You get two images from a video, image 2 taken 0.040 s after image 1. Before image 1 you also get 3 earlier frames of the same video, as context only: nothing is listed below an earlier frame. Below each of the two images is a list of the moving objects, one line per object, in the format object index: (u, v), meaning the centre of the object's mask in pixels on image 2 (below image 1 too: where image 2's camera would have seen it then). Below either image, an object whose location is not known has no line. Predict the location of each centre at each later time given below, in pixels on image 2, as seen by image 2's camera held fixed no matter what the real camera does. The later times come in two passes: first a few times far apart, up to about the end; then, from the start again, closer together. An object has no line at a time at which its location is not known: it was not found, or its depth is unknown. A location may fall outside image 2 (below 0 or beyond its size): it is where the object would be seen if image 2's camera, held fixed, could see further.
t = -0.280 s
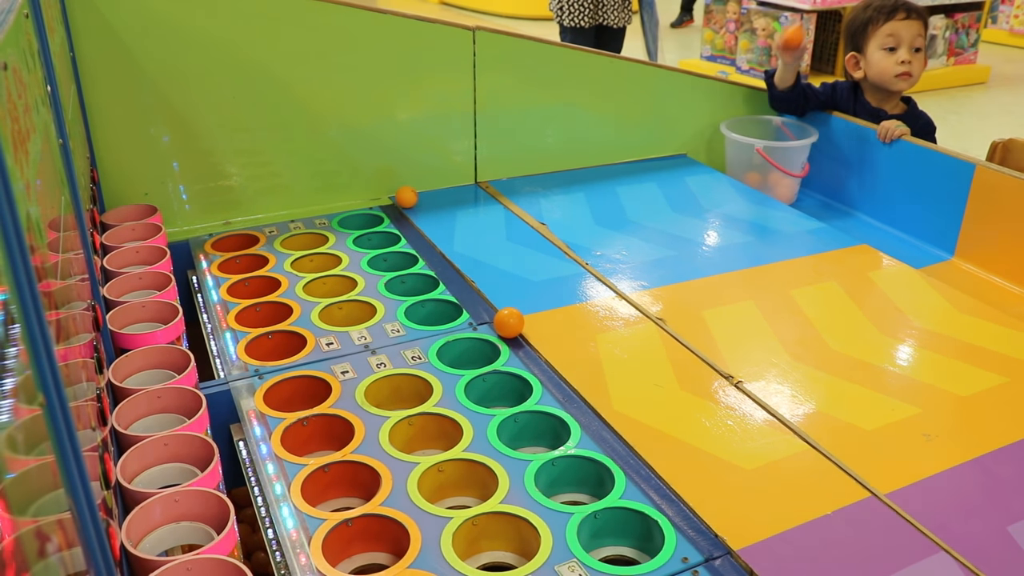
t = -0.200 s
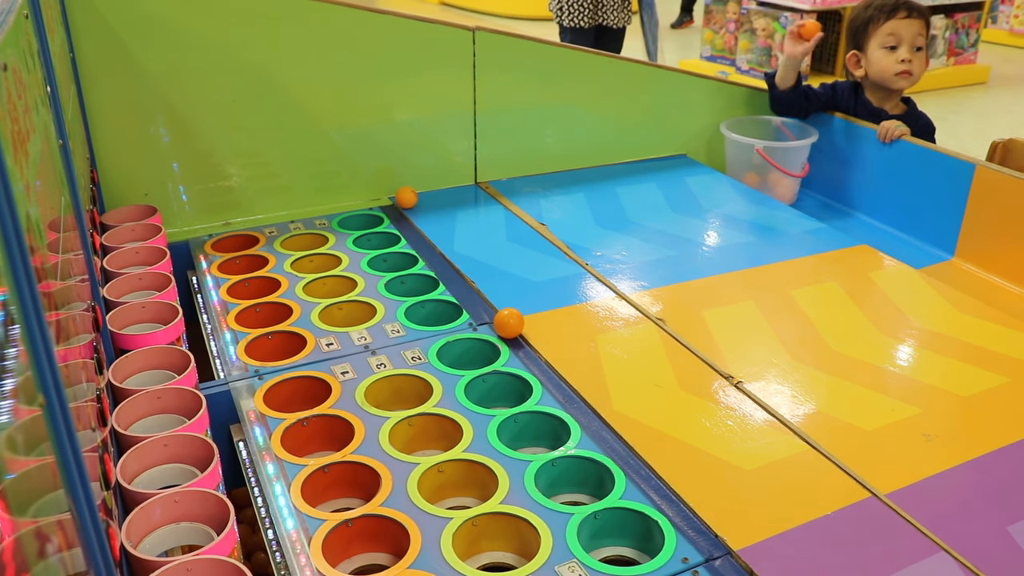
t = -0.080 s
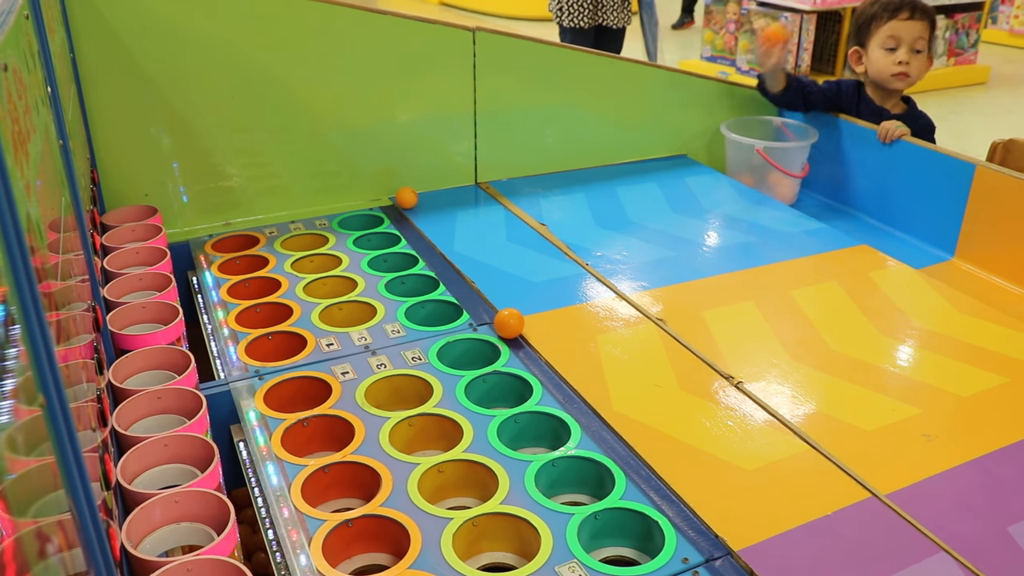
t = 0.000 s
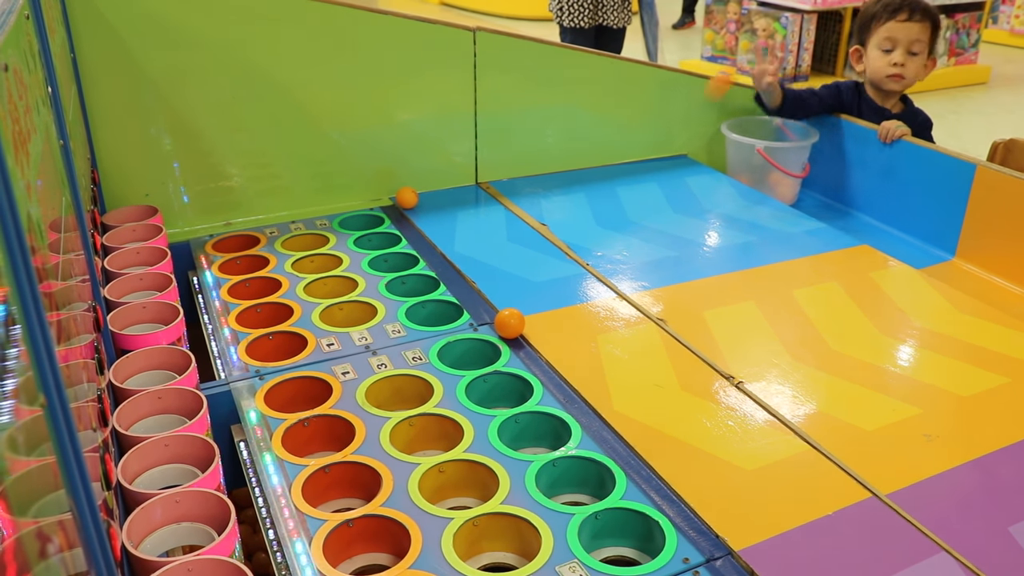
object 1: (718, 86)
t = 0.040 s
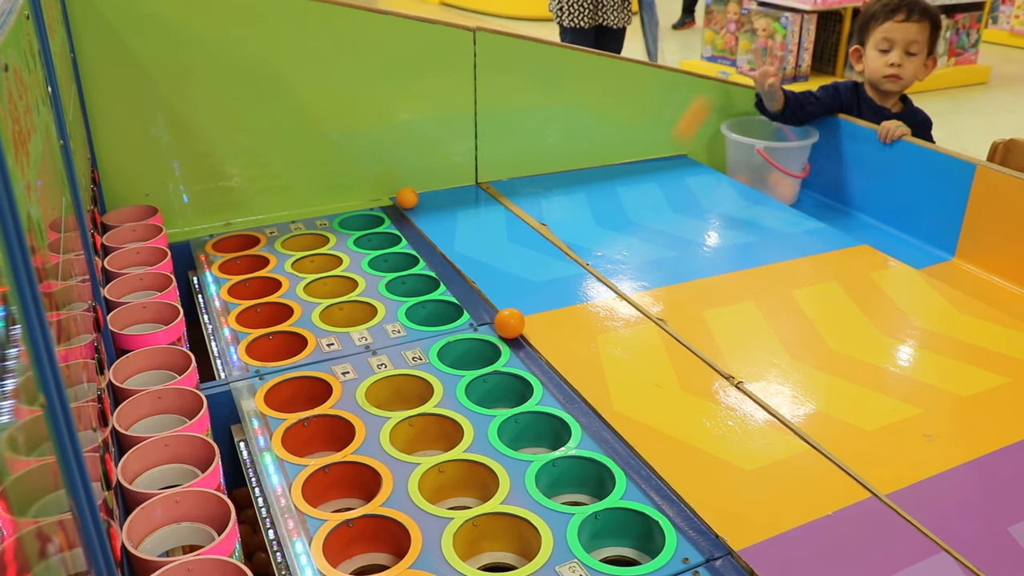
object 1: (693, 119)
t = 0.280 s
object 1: (555, 124)
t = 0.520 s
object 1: (418, 298)
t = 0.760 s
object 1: (229, 381)
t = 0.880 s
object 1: (286, 397)
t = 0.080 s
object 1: (659, 170)
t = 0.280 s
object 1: (555, 124)
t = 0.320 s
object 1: (533, 124)
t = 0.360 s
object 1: (511, 135)
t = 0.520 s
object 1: (418, 298)
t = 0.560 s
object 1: (388, 304)
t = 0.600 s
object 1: (356, 305)
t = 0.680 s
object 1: (290, 341)
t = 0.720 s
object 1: (268, 364)
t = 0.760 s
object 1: (229, 381)
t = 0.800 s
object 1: (231, 380)
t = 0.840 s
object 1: (255, 380)
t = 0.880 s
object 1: (286, 397)
